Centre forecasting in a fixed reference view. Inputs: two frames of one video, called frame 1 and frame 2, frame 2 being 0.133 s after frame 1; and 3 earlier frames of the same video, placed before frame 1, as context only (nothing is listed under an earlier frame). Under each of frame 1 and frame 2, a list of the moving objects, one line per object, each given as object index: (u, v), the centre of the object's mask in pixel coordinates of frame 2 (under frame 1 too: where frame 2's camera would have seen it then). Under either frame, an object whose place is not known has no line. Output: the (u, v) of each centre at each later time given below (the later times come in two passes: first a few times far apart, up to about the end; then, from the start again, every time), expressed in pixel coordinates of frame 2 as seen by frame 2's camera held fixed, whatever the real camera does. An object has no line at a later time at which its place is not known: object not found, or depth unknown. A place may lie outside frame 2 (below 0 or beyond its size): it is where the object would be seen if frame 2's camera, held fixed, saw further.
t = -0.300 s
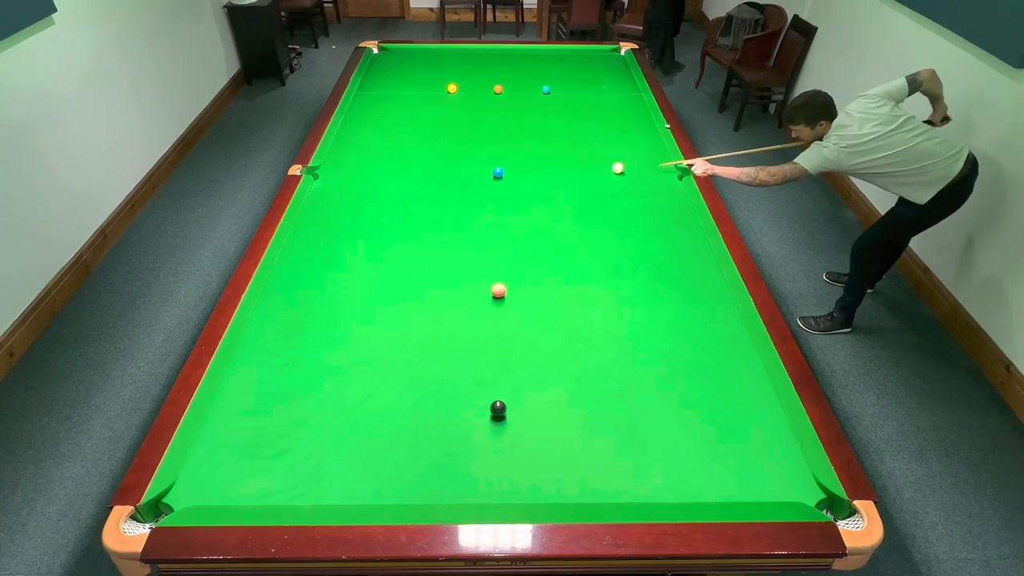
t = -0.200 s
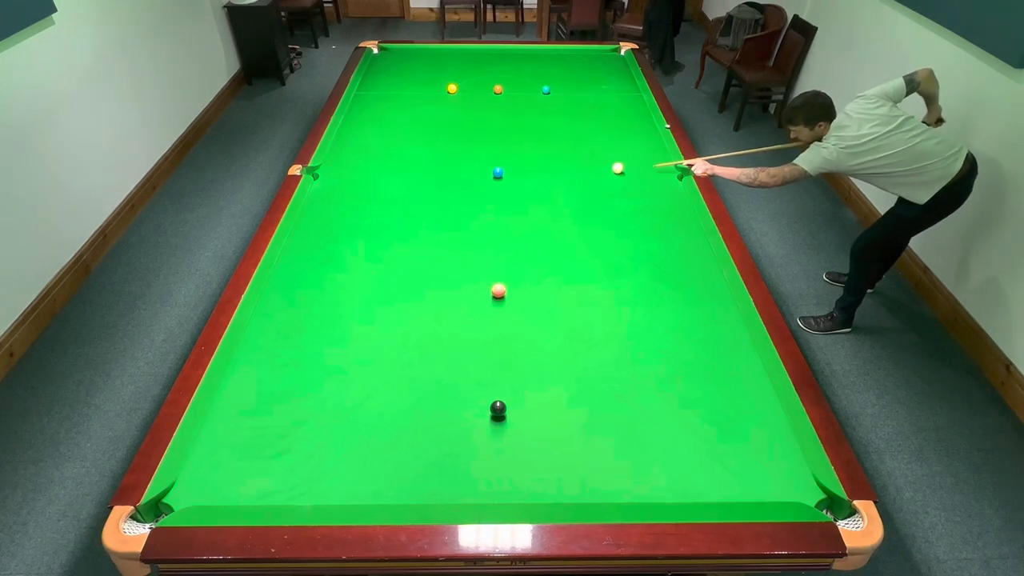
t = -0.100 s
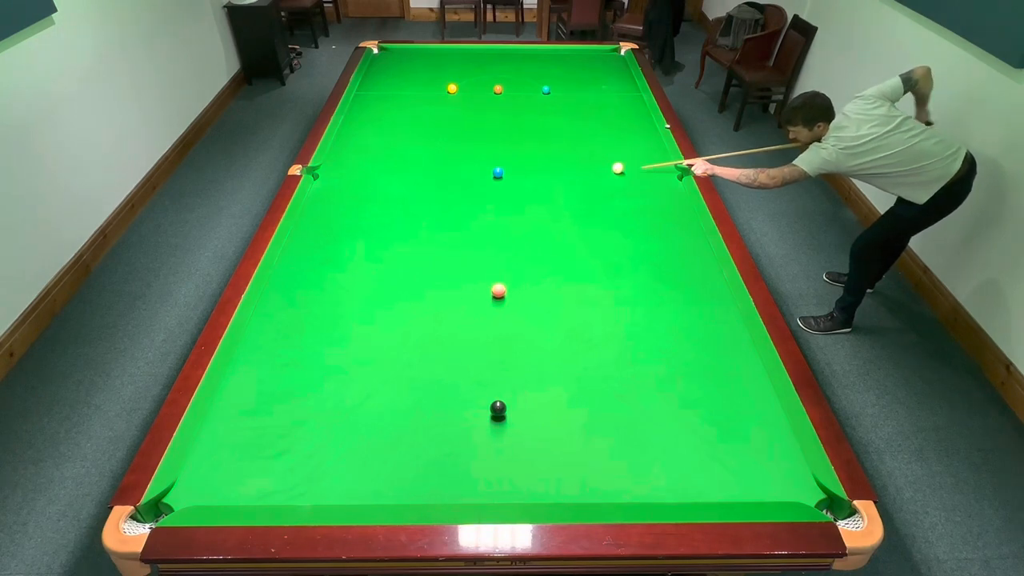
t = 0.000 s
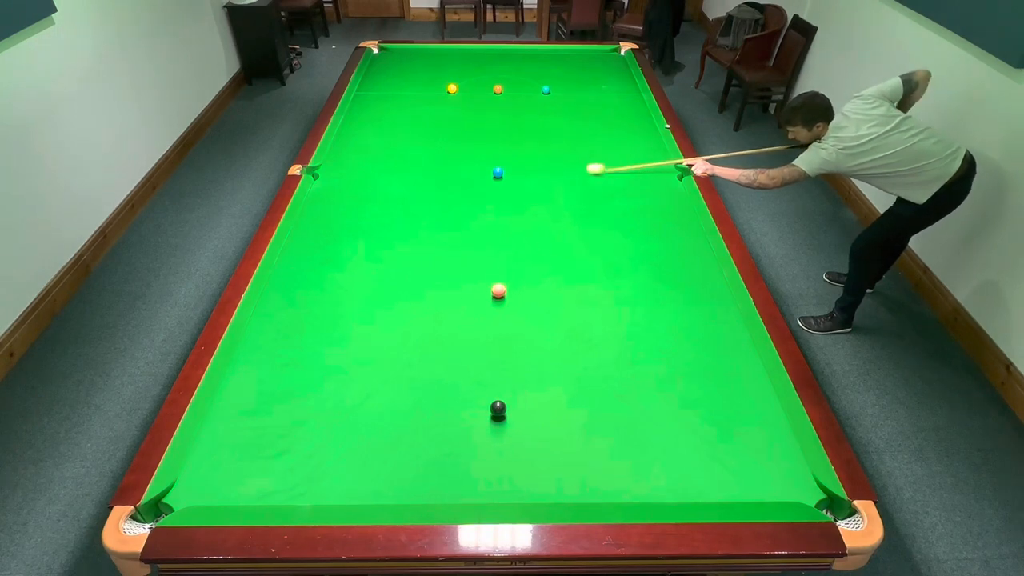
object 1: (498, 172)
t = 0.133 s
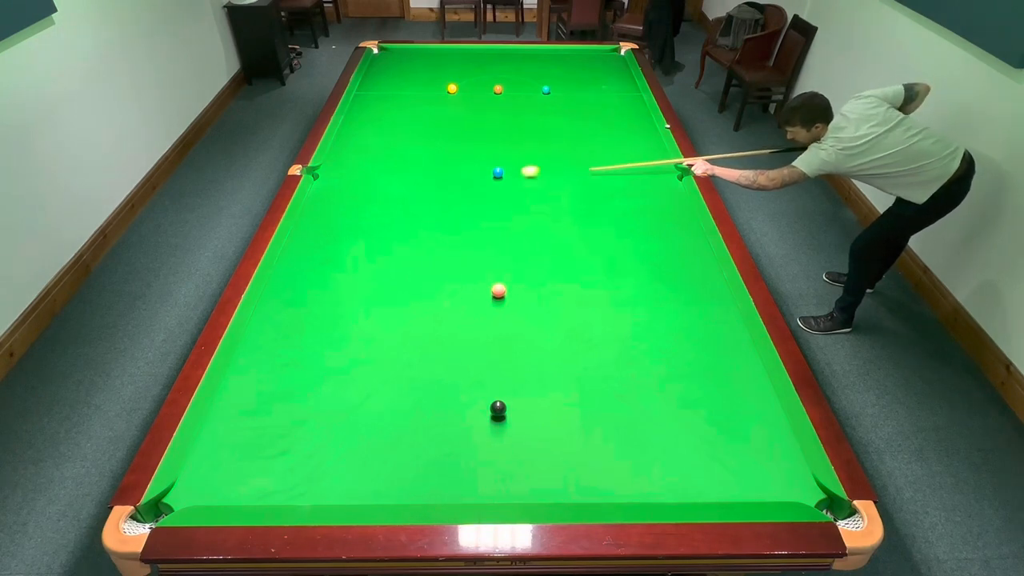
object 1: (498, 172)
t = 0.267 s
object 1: (460, 172)
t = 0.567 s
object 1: (348, 172)
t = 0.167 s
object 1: (498, 172)
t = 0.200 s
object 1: (490, 172)
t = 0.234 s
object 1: (475, 172)
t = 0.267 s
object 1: (460, 172)
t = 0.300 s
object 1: (447, 172)
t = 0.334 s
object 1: (433, 172)
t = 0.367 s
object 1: (420, 172)
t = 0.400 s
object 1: (407, 172)
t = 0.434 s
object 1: (394, 172)
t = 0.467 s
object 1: (382, 172)
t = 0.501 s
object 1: (370, 172)
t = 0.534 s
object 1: (359, 172)
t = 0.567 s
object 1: (348, 172)
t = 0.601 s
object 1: (336, 172)
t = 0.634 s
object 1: (325, 172)
